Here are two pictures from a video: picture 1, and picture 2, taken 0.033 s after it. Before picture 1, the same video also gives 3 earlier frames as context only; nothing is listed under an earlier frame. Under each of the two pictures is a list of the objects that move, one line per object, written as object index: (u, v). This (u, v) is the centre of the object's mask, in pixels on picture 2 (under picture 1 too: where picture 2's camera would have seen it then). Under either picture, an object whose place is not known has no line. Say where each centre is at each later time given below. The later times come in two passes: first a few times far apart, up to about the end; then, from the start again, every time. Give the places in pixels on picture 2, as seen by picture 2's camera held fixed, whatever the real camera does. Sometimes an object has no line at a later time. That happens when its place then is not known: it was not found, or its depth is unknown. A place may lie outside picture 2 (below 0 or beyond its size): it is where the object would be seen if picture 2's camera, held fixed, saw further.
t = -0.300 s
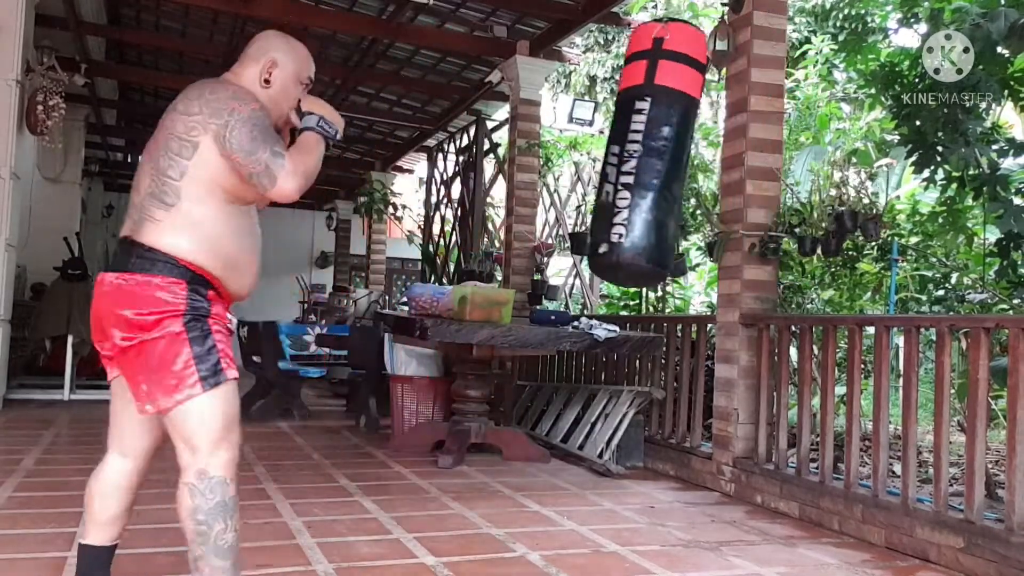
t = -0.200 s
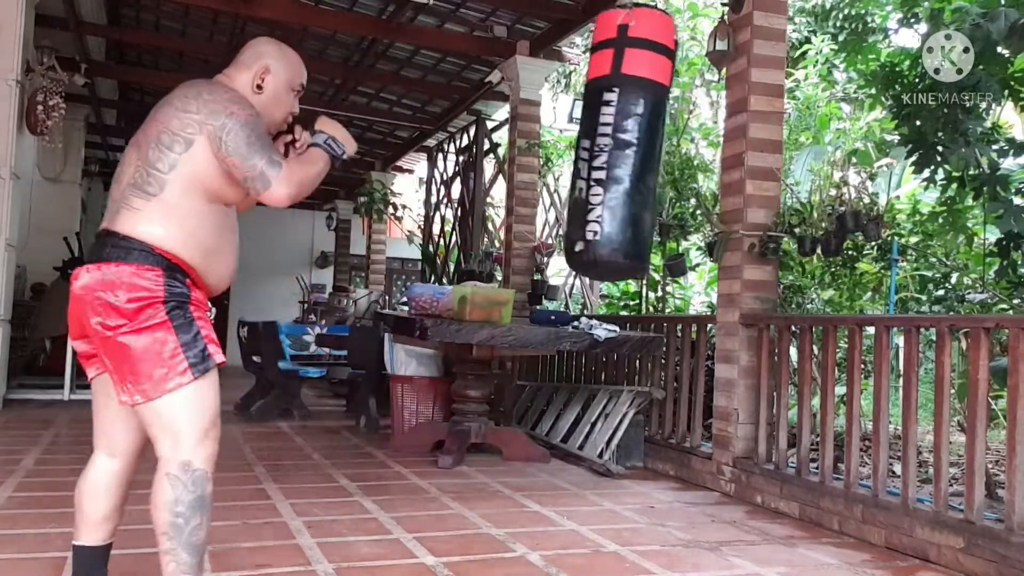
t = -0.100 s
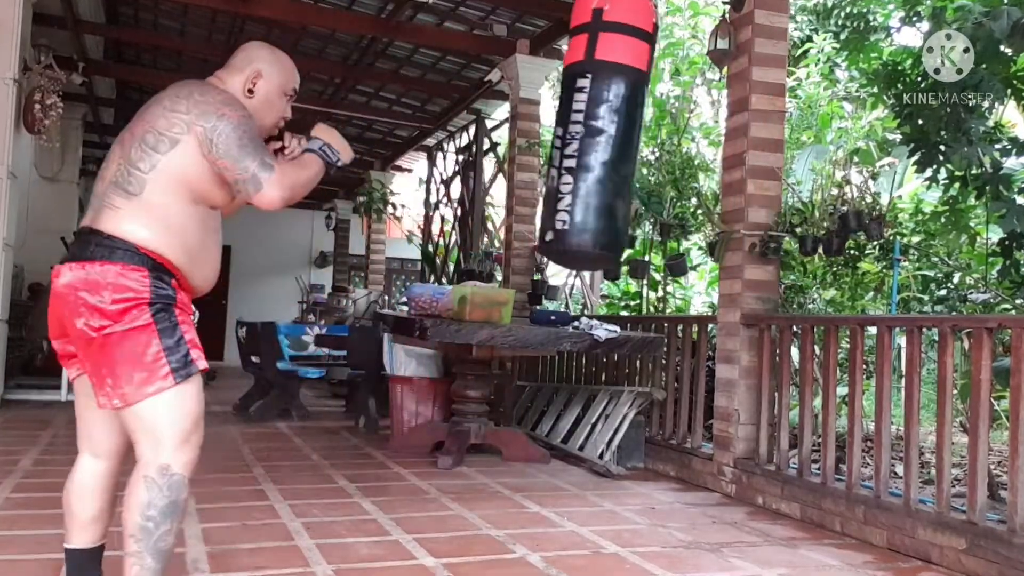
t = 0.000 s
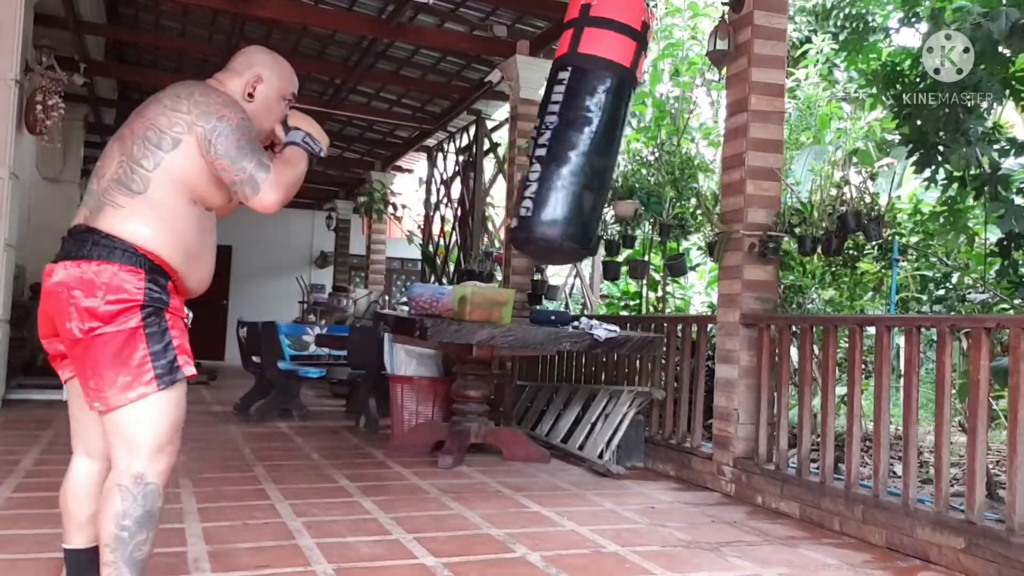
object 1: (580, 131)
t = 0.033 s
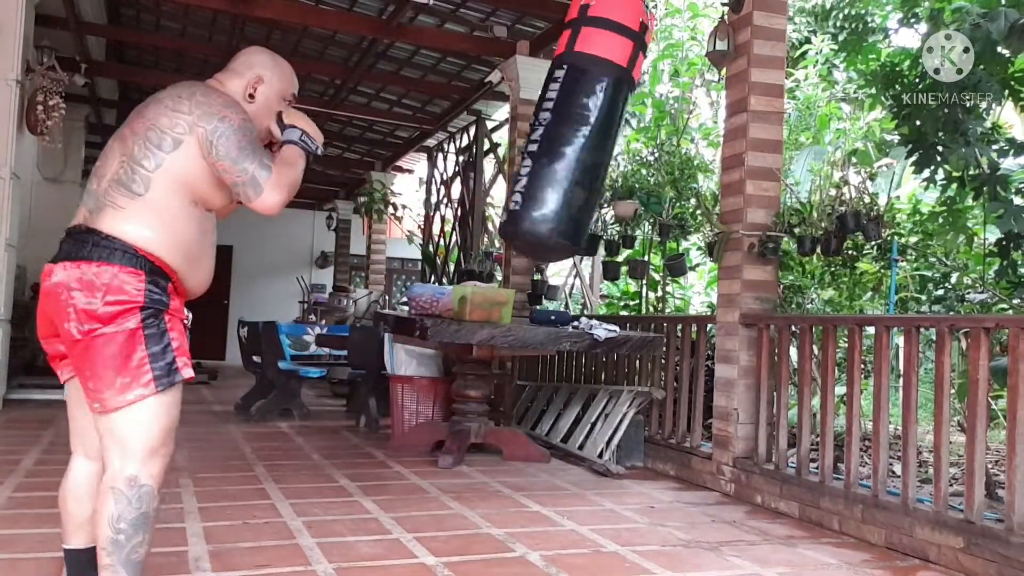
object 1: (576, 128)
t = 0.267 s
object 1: (568, 128)
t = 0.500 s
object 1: (598, 145)
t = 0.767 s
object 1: (666, 172)
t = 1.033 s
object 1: (731, 175)
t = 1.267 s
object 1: (767, 174)
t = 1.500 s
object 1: (774, 173)
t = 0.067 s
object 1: (572, 127)
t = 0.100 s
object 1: (570, 125)
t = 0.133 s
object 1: (568, 124)
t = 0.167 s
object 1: (567, 124)
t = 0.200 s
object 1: (566, 126)
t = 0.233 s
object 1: (567, 127)
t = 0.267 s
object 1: (568, 128)
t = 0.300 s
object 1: (570, 130)
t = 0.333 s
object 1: (572, 133)
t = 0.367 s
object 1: (576, 135)
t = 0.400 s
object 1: (580, 137)
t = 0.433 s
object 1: (585, 140)
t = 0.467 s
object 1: (591, 142)
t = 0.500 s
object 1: (598, 145)
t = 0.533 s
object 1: (606, 148)
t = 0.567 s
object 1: (614, 152)
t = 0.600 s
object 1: (623, 157)
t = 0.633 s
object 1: (631, 161)
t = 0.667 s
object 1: (640, 165)
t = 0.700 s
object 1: (649, 169)
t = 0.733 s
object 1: (657, 170)
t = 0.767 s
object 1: (666, 172)
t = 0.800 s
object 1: (675, 174)
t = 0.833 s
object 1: (683, 176)
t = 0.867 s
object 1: (691, 177)
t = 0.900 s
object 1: (699, 178)
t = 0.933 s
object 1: (708, 178)
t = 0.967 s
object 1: (716, 177)
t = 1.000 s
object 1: (723, 176)
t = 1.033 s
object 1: (731, 175)
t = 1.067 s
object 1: (737, 174)
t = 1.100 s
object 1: (744, 173)
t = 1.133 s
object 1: (750, 174)
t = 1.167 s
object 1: (755, 175)
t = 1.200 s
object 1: (759, 176)
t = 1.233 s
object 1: (763, 175)
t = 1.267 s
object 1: (767, 174)
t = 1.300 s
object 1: (769, 174)
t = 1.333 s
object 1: (771, 173)
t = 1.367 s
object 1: (773, 174)
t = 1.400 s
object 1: (774, 173)
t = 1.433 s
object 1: (774, 172)
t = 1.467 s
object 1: (774, 172)
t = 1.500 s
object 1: (774, 173)
